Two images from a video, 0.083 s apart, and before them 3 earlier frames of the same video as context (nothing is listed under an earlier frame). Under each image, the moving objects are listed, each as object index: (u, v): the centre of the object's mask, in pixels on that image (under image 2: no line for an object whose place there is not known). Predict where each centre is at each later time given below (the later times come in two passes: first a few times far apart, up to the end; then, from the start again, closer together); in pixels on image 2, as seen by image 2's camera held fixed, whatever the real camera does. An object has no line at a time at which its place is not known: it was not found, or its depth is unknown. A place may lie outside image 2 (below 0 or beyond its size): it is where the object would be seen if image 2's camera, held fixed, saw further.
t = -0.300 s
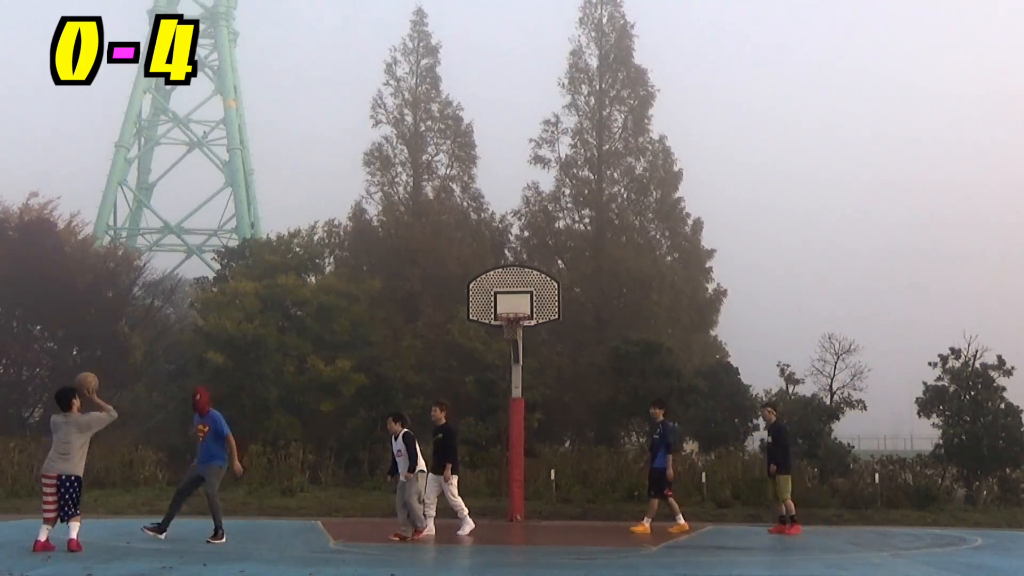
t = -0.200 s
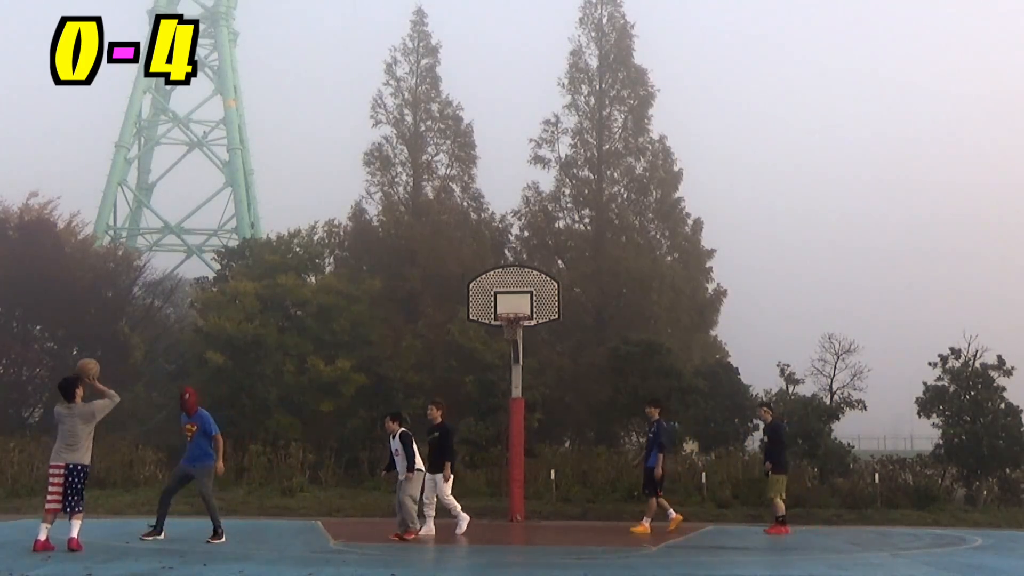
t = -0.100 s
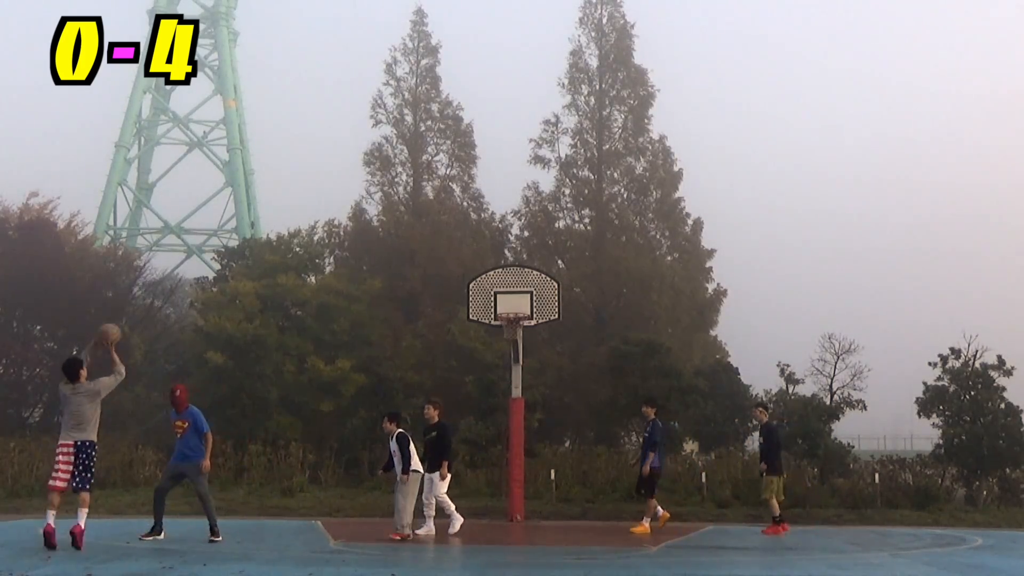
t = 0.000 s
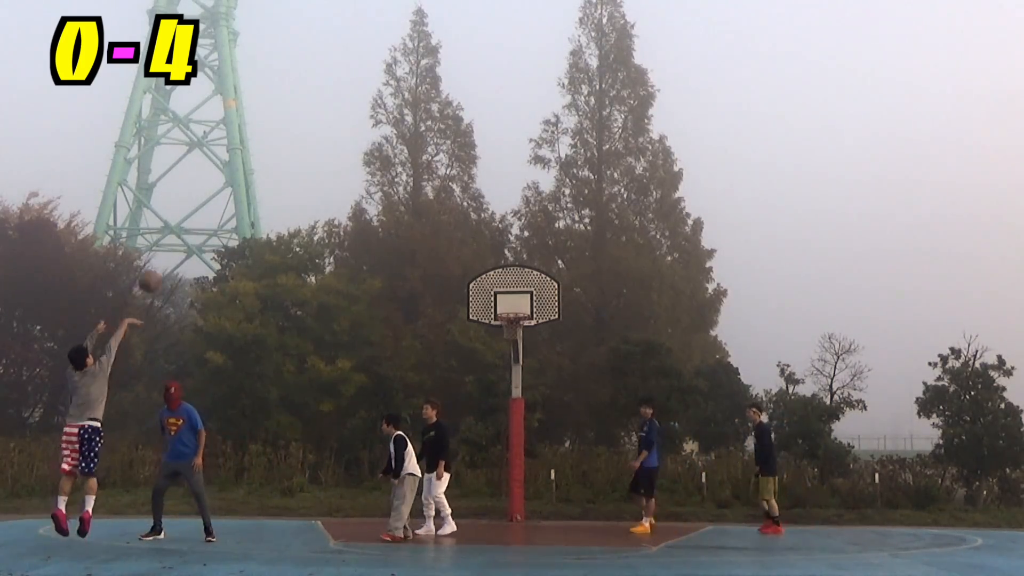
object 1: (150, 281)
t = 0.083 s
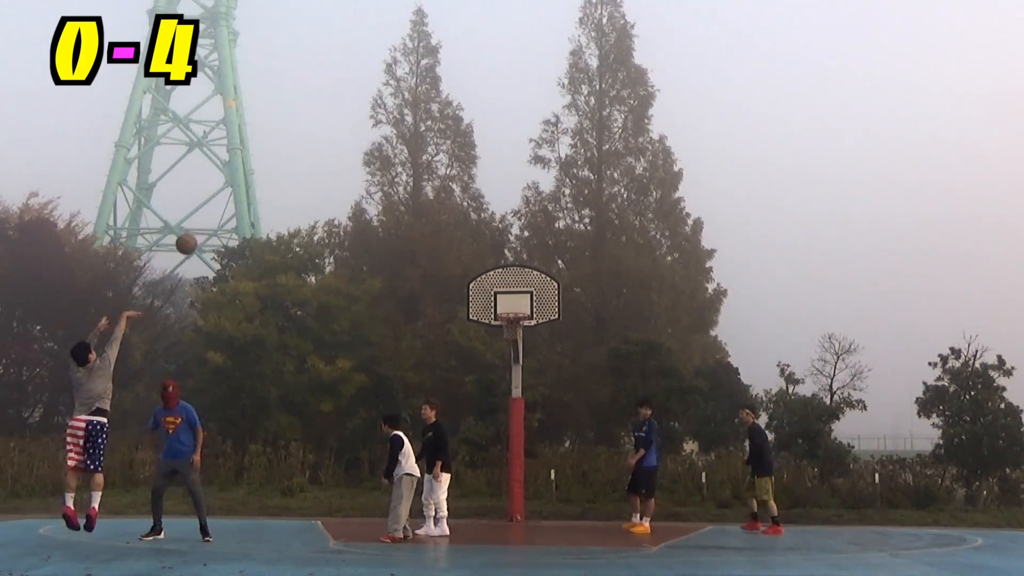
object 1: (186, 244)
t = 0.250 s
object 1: (252, 193)
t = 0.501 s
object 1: (337, 163)
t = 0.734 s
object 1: (404, 179)
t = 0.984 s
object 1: (471, 234)
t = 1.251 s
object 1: (515, 298)
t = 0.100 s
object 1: (193, 237)
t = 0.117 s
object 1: (200, 231)
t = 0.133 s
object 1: (207, 225)
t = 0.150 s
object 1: (214, 220)
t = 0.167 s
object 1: (220, 215)
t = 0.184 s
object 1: (227, 210)
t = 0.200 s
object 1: (233, 205)
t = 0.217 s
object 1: (239, 200)
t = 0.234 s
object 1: (246, 197)
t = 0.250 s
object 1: (252, 193)
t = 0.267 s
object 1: (258, 189)
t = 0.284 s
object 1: (264, 185)
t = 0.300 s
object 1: (270, 182)
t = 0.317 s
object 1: (276, 179)
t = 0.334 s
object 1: (282, 177)
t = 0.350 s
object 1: (288, 174)
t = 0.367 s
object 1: (293, 172)
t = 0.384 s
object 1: (299, 170)
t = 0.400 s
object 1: (305, 169)
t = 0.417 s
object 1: (310, 167)
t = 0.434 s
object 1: (316, 166)
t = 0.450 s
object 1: (321, 165)
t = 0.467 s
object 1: (327, 164)
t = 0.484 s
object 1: (332, 163)
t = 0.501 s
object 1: (337, 163)
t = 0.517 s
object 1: (343, 163)
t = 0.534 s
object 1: (348, 163)
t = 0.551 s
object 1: (353, 163)
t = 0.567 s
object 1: (358, 163)
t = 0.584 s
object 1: (363, 164)
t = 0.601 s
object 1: (368, 165)
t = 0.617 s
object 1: (371, 167)
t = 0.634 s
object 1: (376, 168)
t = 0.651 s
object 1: (382, 169)
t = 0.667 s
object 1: (387, 170)
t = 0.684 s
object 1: (392, 172)
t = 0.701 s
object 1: (396, 173)
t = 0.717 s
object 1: (400, 177)
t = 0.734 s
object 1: (404, 179)
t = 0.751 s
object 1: (410, 181)
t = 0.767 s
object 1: (414, 184)
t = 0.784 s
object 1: (419, 187)
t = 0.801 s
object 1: (422, 188)
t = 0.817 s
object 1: (428, 193)
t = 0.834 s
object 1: (432, 196)
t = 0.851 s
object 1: (437, 199)
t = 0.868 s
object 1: (441, 200)
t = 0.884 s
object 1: (443, 202)
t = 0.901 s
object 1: (446, 204)
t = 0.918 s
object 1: (448, 206)
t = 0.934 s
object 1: (458, 219)
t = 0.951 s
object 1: (462, 223)
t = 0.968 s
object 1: (467, 228)
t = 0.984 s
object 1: (471, 234)
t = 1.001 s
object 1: (476, 239)
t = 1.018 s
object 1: (480, 244)
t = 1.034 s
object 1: (483, 248)
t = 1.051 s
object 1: (488, 254)
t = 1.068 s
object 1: (494, 257)
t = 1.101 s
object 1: (498, 271)
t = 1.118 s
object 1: (502, 277)
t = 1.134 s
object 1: (506, 283)
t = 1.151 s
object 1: (510, 289)
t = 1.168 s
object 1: (515, 296)
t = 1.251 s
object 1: (515, 298)
